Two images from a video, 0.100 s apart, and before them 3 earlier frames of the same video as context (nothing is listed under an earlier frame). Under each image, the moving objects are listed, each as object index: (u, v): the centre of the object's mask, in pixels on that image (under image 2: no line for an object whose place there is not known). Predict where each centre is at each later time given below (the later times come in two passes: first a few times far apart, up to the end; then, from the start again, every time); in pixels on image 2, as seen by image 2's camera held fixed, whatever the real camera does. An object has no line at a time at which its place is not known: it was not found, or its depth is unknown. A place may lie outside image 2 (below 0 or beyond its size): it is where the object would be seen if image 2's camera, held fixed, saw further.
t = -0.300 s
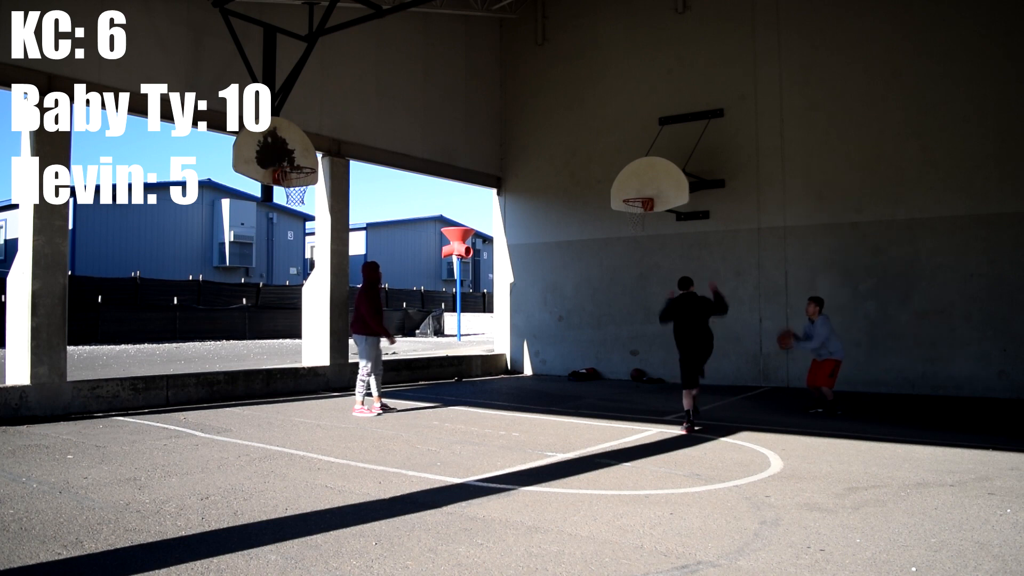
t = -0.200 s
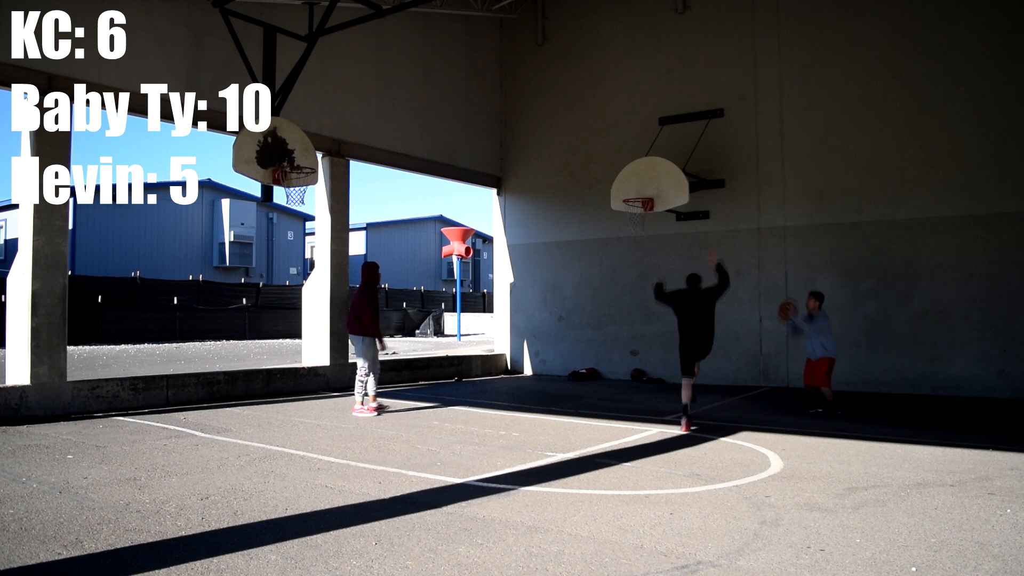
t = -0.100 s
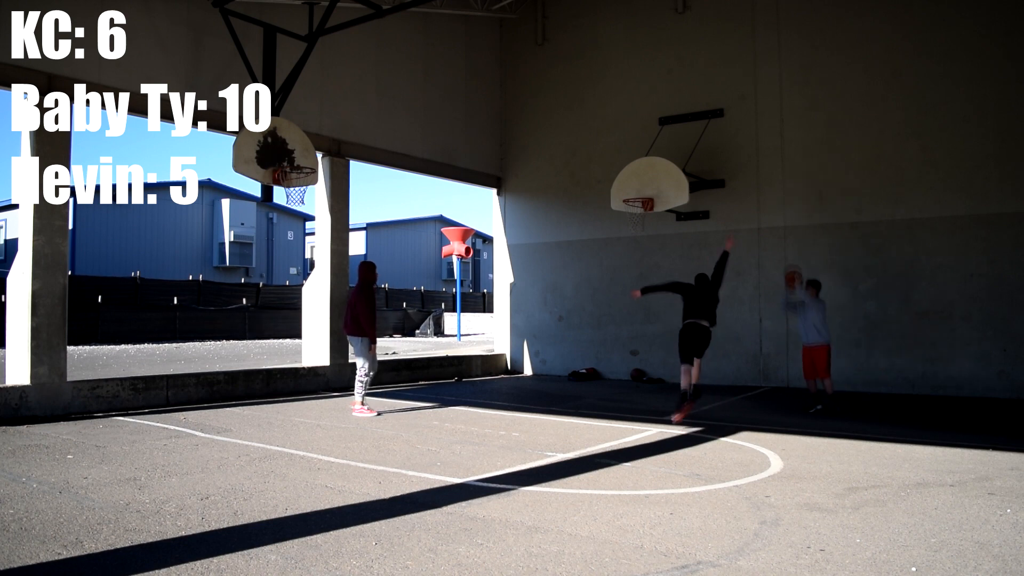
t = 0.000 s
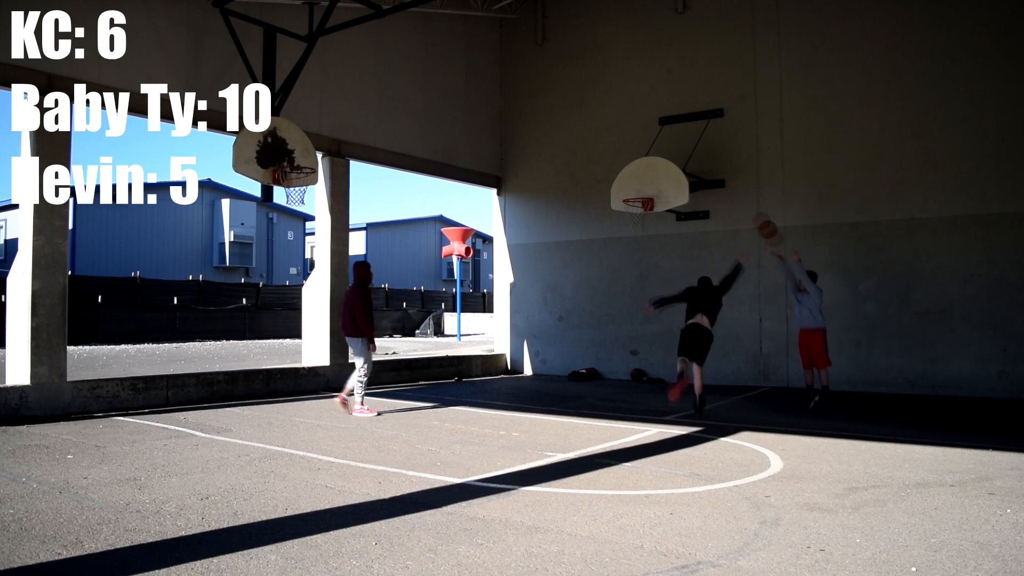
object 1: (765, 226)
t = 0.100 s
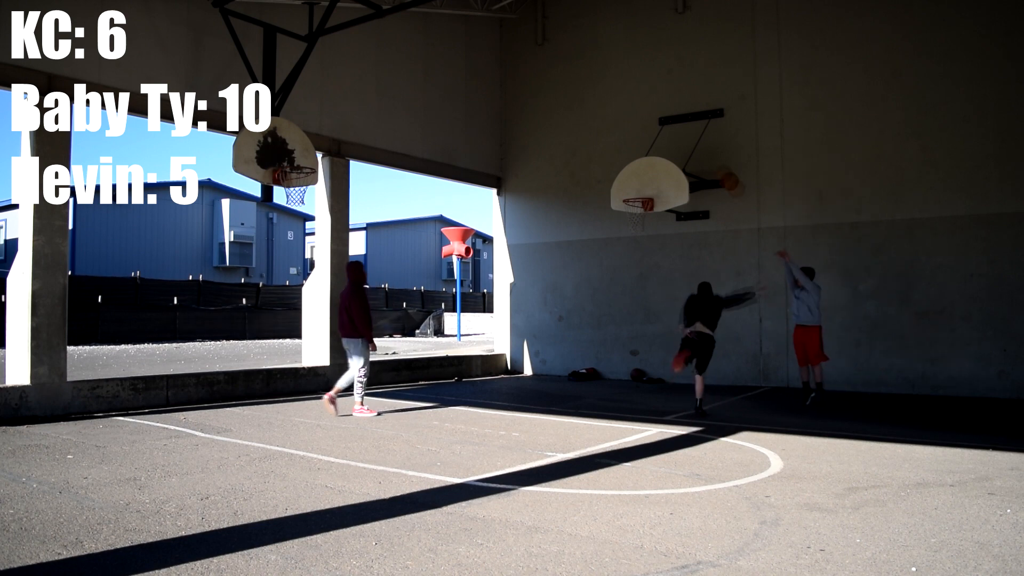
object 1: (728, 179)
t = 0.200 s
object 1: (689, 139)
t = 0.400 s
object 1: (613, 81)
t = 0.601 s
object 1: (541, 54)
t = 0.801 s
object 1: (466, 56)
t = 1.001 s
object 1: (393, 88)
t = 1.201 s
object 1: (322, 148)
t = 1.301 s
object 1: (282, 181)
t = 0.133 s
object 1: (715, 165)
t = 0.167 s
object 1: (701, 150)
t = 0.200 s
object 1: (689, 139)
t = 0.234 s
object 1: (678, 130)
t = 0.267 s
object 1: (662, 115)
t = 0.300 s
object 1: (650, 106)
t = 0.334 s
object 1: (638, 97)
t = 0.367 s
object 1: (626, 88)
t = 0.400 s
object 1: (613, 81)
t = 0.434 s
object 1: (601, 75)
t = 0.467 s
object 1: (589, 69)
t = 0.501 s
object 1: (577, 64)
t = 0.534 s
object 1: (564, 60)
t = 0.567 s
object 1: (553, 56)
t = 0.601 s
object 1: (541, 54)
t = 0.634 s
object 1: (528, 52)
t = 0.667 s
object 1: (515, 51)
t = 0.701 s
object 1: (503, 51)
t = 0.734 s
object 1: (491, 52)
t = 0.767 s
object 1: (479, 53)
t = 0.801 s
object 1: (466, 56)
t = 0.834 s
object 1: (454, 59)
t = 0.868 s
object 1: (442, 63)
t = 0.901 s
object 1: (429, 68)
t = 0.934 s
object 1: (416, 74)
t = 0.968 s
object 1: (405, 80)
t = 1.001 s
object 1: (393, 88)
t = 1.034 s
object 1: (380, 96)
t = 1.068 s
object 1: (368, 105)
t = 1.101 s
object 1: (356, 115)
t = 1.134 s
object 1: (343, 127)
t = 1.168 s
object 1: (331, 139)
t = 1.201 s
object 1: (322, 148)
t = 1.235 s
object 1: (308, 163)
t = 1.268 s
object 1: (298, 175)
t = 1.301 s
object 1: (282, 181)
